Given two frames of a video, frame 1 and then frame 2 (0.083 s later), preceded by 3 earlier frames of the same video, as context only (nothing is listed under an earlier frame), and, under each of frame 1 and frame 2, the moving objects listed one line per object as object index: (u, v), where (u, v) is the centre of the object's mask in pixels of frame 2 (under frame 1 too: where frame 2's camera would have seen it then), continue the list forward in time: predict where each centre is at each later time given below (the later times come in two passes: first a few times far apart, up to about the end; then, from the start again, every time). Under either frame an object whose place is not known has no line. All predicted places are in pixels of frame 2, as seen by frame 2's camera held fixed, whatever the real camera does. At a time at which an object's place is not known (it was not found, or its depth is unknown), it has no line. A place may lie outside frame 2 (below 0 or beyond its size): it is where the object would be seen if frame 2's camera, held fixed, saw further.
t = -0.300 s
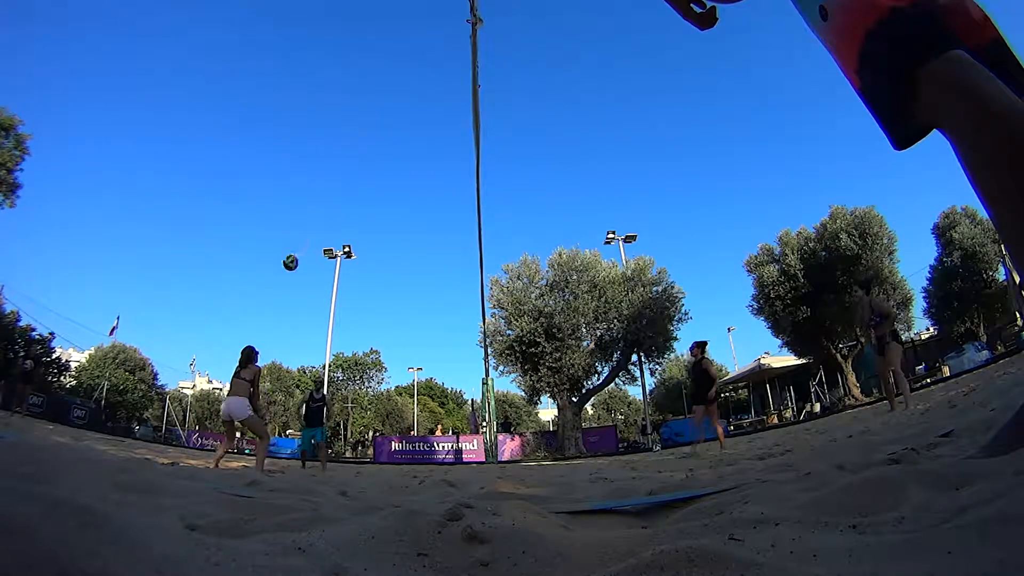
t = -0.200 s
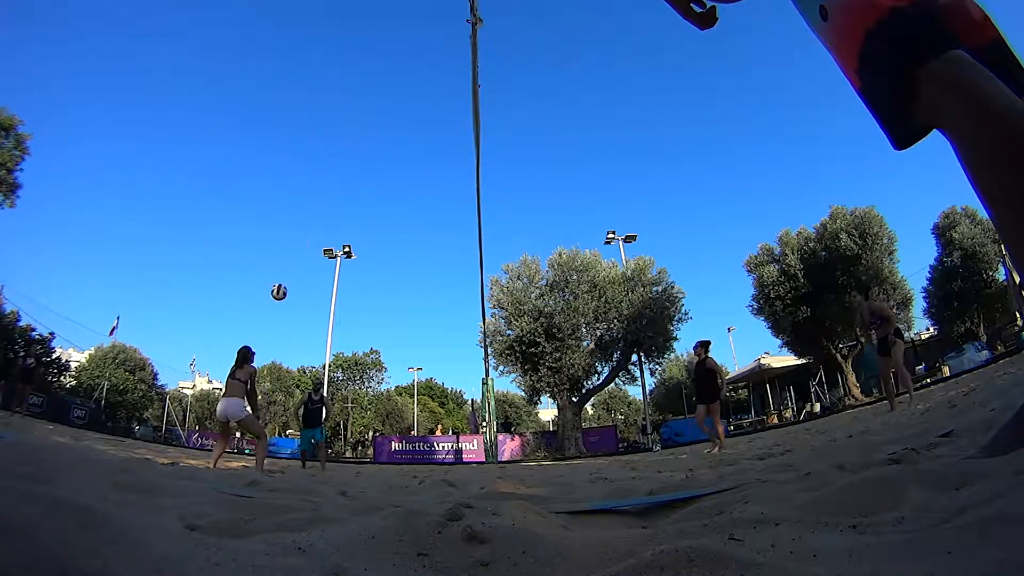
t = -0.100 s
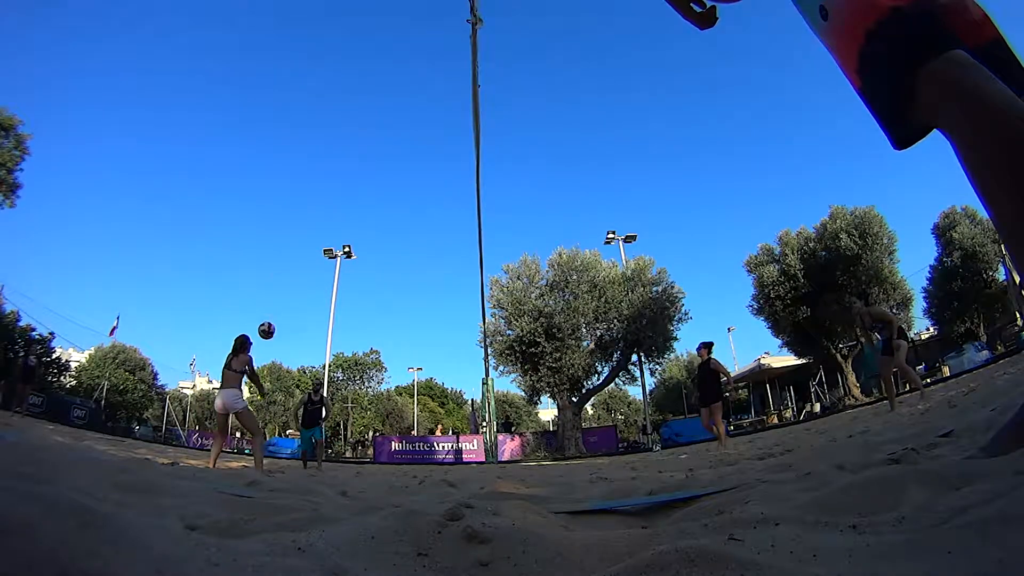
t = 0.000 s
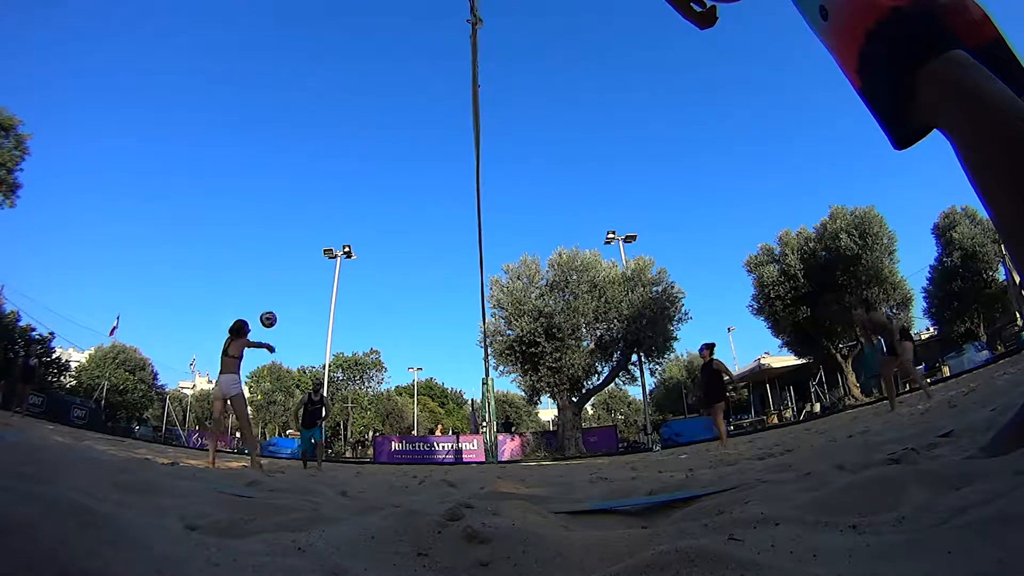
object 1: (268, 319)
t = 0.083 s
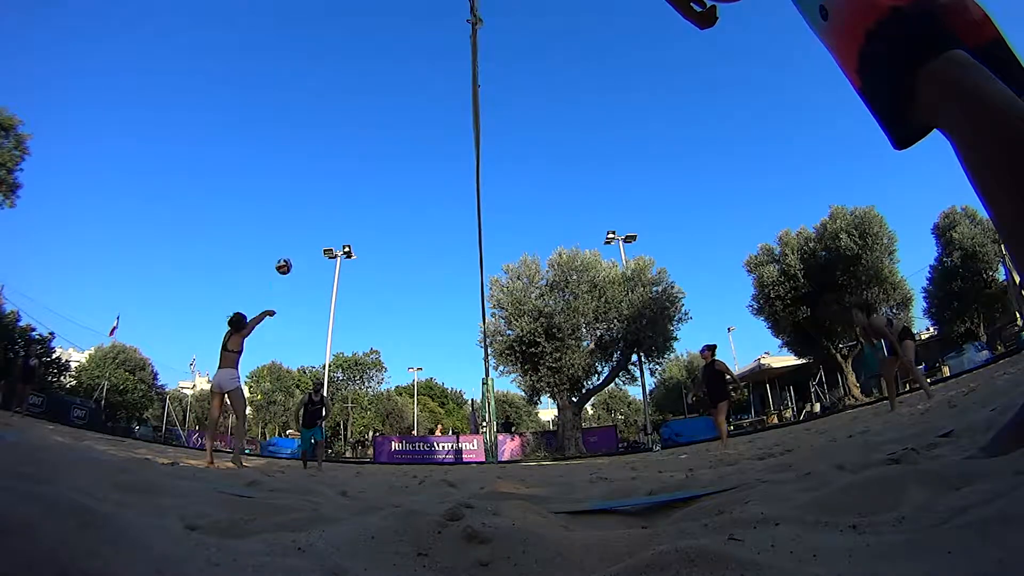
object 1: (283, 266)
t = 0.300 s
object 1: (318, 173)
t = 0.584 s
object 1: (348, 113)
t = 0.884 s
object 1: (367, 96)
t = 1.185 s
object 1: (378, 115)
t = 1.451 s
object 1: (383, 166)
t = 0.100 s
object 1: (287, 257)
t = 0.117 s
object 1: (289, 248)
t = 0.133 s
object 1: (292, 240)
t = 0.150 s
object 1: (295, 231)
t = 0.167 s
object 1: (298, 223)
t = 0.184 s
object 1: (300, 215)
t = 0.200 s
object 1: (303, 209)
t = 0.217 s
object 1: (306, 202)
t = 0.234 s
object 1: (309, 196)
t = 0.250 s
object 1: (311, 189)
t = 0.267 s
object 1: (313, 184)
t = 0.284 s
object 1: (316, 178)
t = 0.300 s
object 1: (318, 173)
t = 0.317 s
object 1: (320, 168)
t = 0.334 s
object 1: (322, 162)
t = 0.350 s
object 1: (324, 157)
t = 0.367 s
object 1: (326, 152)
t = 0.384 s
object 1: (328, 149)
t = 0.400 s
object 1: (330, 145)
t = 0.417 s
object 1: (332, 141)
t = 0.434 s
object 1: (334, 137)
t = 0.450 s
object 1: (335, 134)
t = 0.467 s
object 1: (337, 131)
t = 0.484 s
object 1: (339, 127)
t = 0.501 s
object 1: (340, 125)
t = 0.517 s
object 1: (342, 122)
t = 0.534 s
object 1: (344, 119)
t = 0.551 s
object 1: (345, 117)
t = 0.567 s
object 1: (347, 115)
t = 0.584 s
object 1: (348, 113)
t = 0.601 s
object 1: (349, 111)
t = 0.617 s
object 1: (350, 109)
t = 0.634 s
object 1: (352, 107)
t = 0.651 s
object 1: (353, 106)
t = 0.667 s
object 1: (354, 104)
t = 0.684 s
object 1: (356, 103)
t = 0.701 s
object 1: (356, 102)
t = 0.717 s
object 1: (358, 101)
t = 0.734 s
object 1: (358, 99)
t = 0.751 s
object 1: (359, 99)
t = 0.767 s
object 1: (360, 98)
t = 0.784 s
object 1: (361, 97)
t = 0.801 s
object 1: (362, 97)
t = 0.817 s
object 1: (363, 96)
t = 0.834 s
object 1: (365, 96)
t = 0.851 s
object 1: (365, 96)
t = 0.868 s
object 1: (366, 96)
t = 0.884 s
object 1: (367, 96)
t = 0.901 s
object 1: (368, 96)
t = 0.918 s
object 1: (369, 96)
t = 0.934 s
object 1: (369, 97)
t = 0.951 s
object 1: (370, 97)
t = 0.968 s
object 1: (371, 97)
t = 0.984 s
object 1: (371, 98)
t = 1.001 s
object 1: (372, 99)
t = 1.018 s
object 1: (373, 100)
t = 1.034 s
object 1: (373, 101)
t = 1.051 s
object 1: (374, 102)
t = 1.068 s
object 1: (375, 103)
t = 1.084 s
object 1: (375, 104)
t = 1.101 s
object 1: (376, 106)
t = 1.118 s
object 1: (376, 108)
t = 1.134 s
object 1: (377, 109)
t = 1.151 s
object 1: (377, 111)
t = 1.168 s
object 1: (378, 113)
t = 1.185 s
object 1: (378, 115)
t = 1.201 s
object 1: (378, 117)
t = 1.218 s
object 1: (379, 120)
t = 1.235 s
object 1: (379, 122)
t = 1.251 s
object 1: (379, 125)
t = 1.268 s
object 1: (380, 127)
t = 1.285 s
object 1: (380, 130)
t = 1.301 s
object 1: (380, 132)
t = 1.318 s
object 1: (381, 135)
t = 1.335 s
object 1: (381, 139)
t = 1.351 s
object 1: (381, 142)
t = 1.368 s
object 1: (382, 146)
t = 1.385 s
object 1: (382, 150)
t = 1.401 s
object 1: (382, 154)
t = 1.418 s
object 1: (382, 157)
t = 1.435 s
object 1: (383, 162)
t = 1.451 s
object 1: (383, 166)
